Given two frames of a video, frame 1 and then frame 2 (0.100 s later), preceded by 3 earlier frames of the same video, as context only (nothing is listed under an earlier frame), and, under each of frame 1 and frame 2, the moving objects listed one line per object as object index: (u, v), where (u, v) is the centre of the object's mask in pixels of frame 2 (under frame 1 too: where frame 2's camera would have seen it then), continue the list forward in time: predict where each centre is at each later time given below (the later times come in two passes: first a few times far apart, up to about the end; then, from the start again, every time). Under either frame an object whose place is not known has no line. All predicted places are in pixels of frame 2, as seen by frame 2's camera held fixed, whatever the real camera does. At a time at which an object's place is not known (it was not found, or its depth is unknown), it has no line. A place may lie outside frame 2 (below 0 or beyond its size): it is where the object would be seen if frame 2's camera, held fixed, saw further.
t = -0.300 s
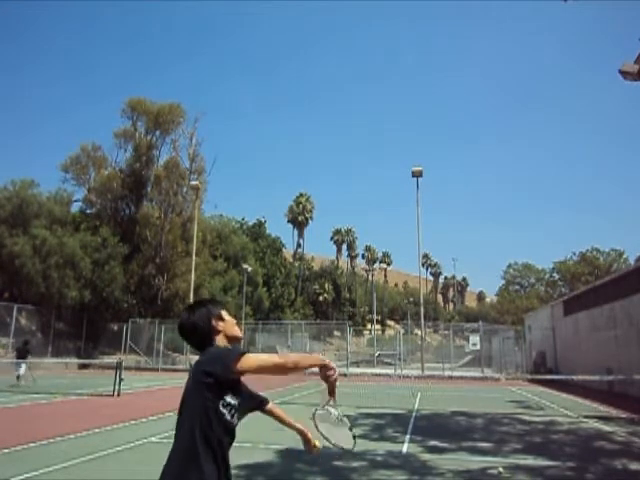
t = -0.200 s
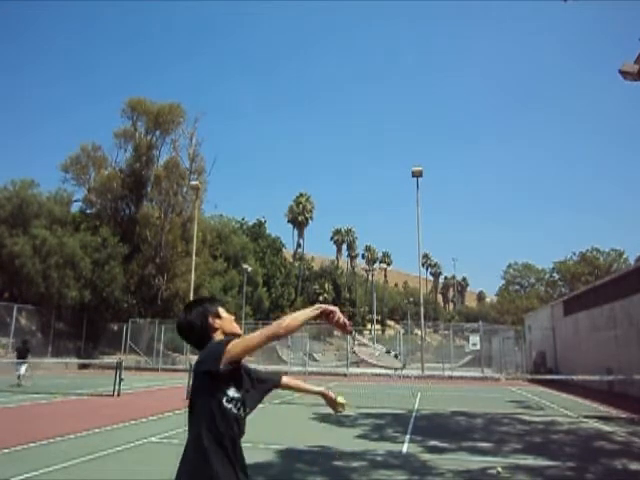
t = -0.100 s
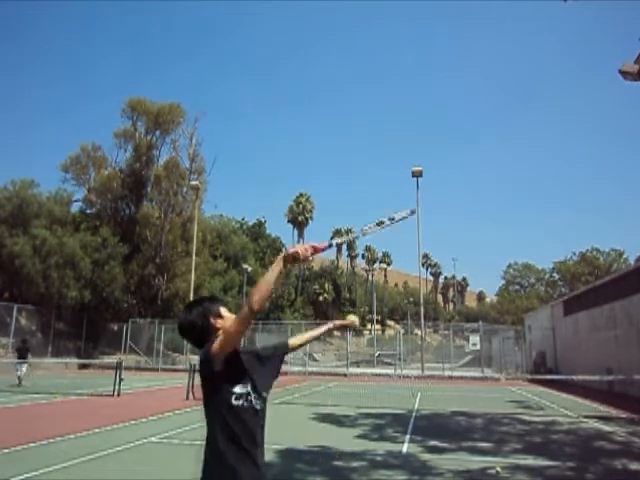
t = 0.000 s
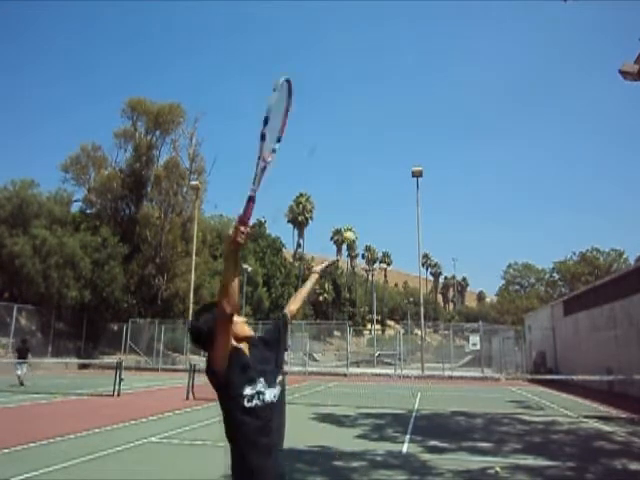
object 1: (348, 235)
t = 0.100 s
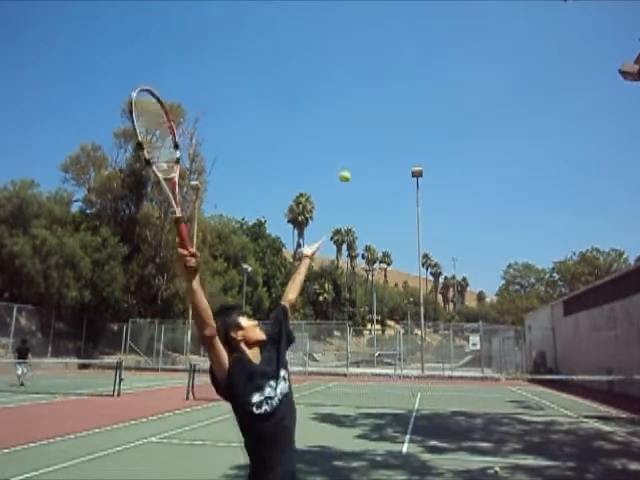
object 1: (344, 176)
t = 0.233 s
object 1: (339, 125)
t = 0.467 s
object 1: (331, 107)
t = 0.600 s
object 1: (325, 135)
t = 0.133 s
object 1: (343, 159)
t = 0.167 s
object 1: (342, 146)
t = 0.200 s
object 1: (341, 135)
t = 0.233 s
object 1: (339, 125)
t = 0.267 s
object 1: (338, 117)
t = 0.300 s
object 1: (337, 111)
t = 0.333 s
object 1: (336, 107)
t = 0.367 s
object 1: (334, 104)
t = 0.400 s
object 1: (334, 103)
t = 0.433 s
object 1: (332, 104)
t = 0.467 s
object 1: (331, 107)
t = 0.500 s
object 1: (329, 112)
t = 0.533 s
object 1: (328, 118)
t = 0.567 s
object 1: (326, 125)
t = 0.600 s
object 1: (325, 135)
